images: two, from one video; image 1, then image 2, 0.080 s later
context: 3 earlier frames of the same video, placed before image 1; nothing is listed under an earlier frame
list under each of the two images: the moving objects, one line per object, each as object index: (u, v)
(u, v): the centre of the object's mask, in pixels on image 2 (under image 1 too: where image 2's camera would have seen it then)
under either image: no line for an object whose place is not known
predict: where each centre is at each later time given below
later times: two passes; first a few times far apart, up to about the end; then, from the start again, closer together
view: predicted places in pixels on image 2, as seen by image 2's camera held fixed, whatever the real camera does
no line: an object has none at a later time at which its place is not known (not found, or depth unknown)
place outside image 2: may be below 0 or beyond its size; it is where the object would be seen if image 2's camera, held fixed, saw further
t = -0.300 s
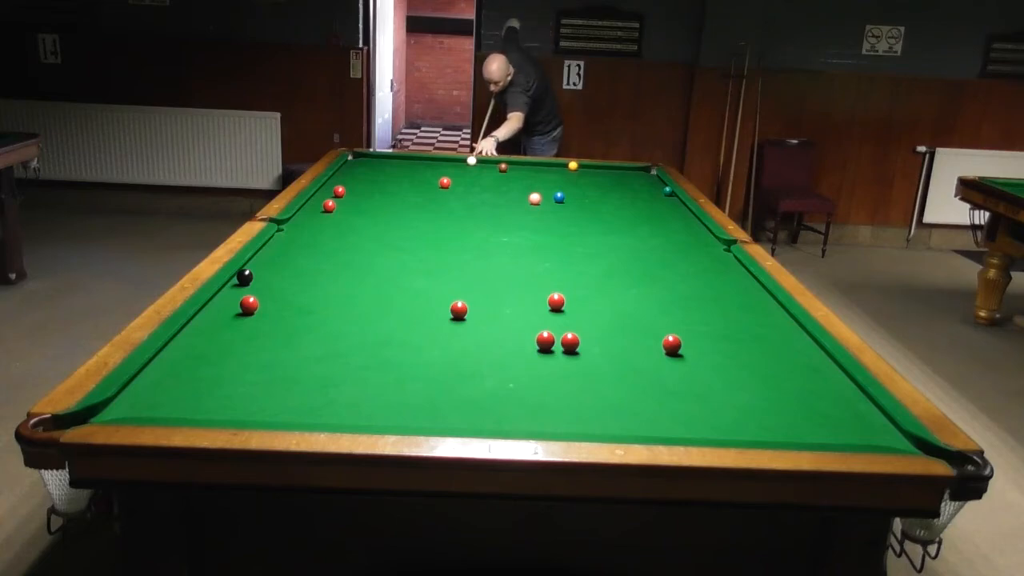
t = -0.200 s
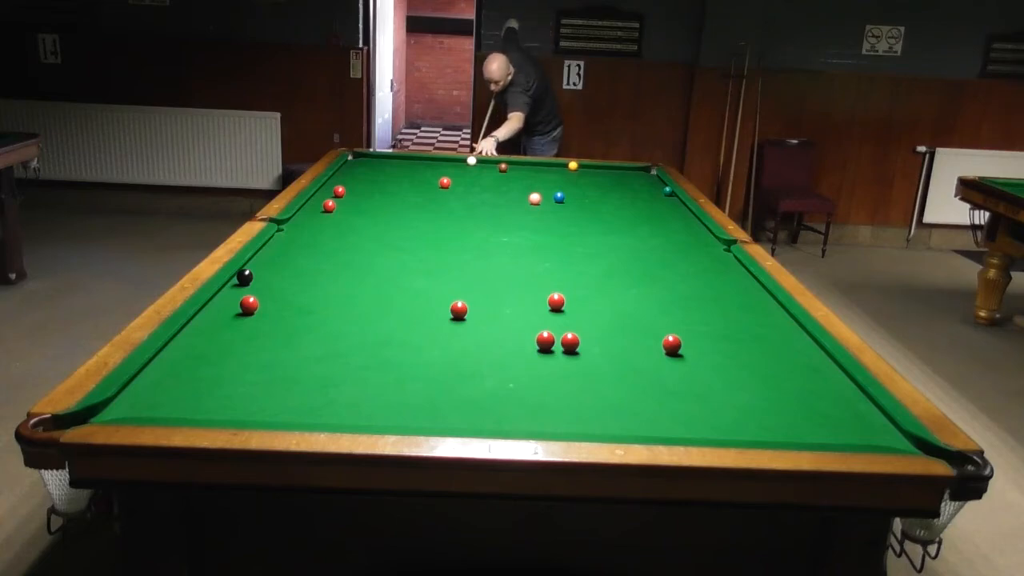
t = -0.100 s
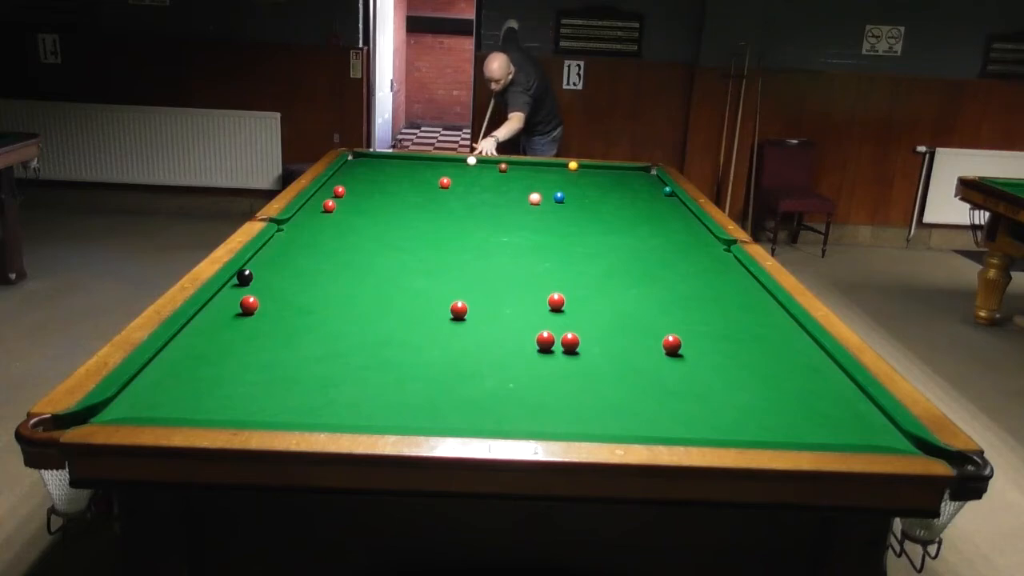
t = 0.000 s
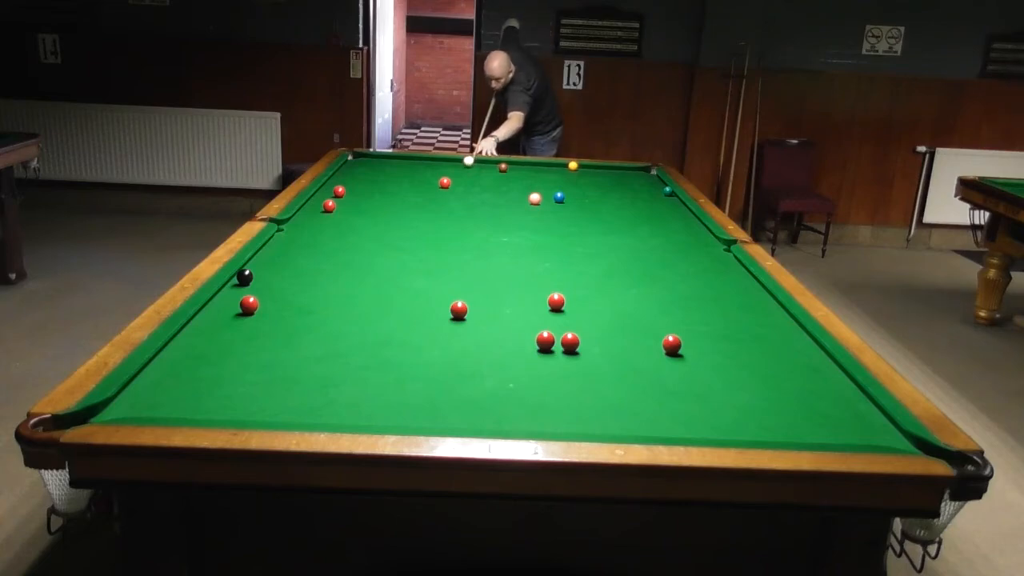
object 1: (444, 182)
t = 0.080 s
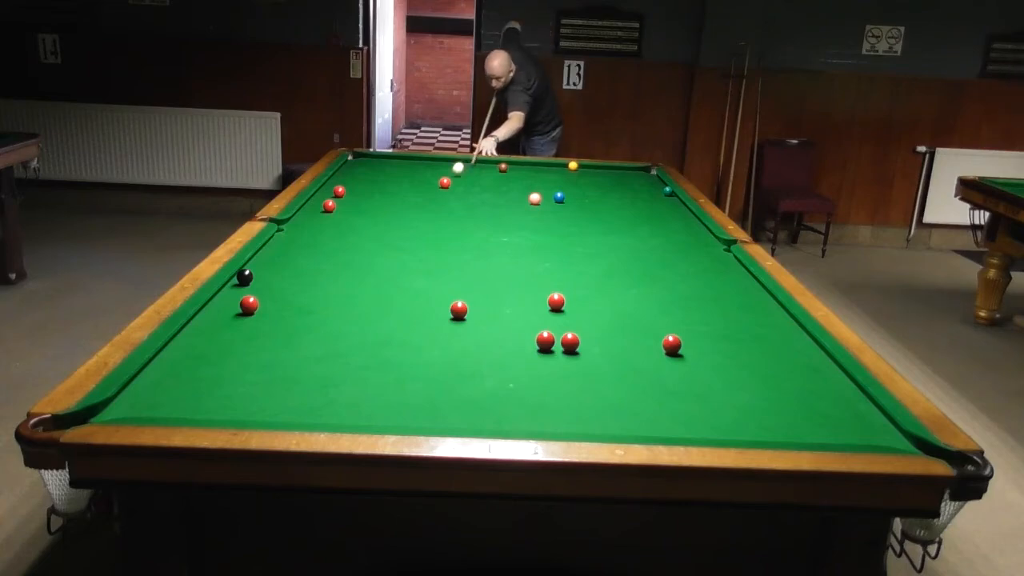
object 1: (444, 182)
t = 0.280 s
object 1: (423, 197)
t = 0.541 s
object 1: (373, 233)
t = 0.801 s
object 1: (308, 278)
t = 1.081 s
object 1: (201, 354)
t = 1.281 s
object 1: (87, 416)
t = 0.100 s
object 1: (444, 182)
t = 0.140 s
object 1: (444, 183)
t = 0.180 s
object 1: (440, 185)
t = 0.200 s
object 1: (437, 187)
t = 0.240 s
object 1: (430, 192)
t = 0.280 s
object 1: (423, 197)
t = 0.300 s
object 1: (419, 200)
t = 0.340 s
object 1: (412, 205)
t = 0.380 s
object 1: (404, 210)
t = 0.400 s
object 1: (401, 213)
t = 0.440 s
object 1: (393, 218)
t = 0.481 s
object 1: (385, 224)
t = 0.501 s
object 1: (381, 227)
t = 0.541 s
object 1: (373, 233)
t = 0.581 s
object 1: (364, 239)
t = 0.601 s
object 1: (359, 242)
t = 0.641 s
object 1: (350, 248)
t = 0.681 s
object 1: (341, 255)
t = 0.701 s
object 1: (336, 259)
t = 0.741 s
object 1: (325, 266)
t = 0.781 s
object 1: (314, 274)
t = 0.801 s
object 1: (308, 278)
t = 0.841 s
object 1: (296, 287)
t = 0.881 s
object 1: (282, 297)
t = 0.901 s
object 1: (276, 301)
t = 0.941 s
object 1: (263, 312)
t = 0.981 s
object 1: (245, 323)
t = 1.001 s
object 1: (237, 329)
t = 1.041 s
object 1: (220, 341)
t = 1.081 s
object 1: (201, 354)
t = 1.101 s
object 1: (190, 362)
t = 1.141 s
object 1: (169, 377)
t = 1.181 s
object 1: (145, 394)
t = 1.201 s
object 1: (133, 402)
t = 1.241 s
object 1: (107, 413)
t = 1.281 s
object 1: (87, 416)
